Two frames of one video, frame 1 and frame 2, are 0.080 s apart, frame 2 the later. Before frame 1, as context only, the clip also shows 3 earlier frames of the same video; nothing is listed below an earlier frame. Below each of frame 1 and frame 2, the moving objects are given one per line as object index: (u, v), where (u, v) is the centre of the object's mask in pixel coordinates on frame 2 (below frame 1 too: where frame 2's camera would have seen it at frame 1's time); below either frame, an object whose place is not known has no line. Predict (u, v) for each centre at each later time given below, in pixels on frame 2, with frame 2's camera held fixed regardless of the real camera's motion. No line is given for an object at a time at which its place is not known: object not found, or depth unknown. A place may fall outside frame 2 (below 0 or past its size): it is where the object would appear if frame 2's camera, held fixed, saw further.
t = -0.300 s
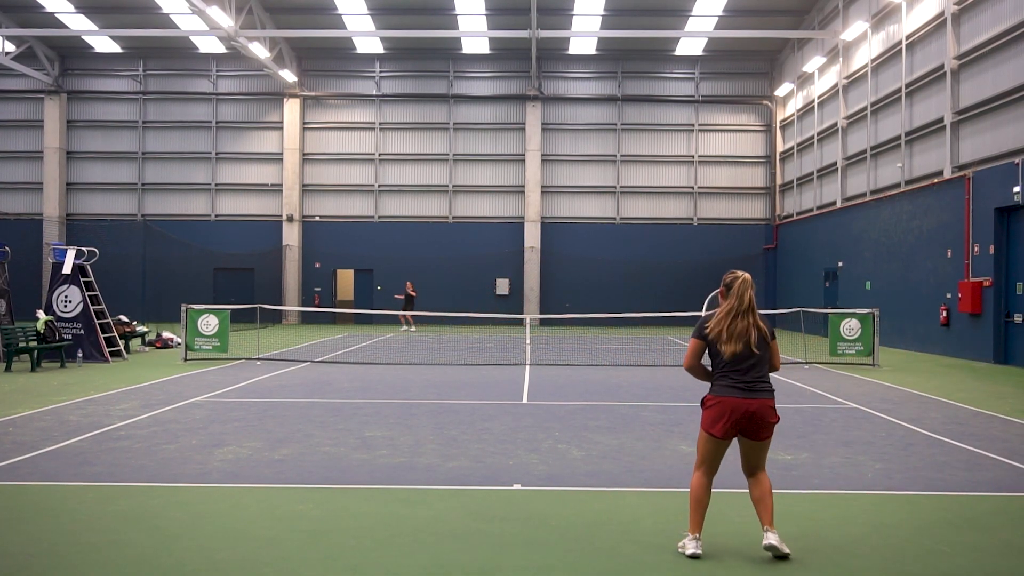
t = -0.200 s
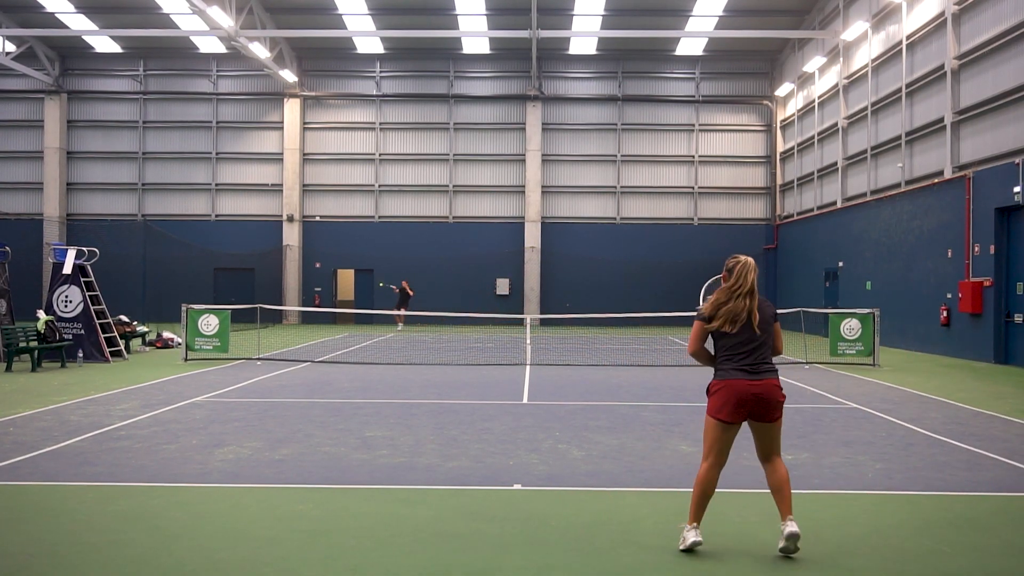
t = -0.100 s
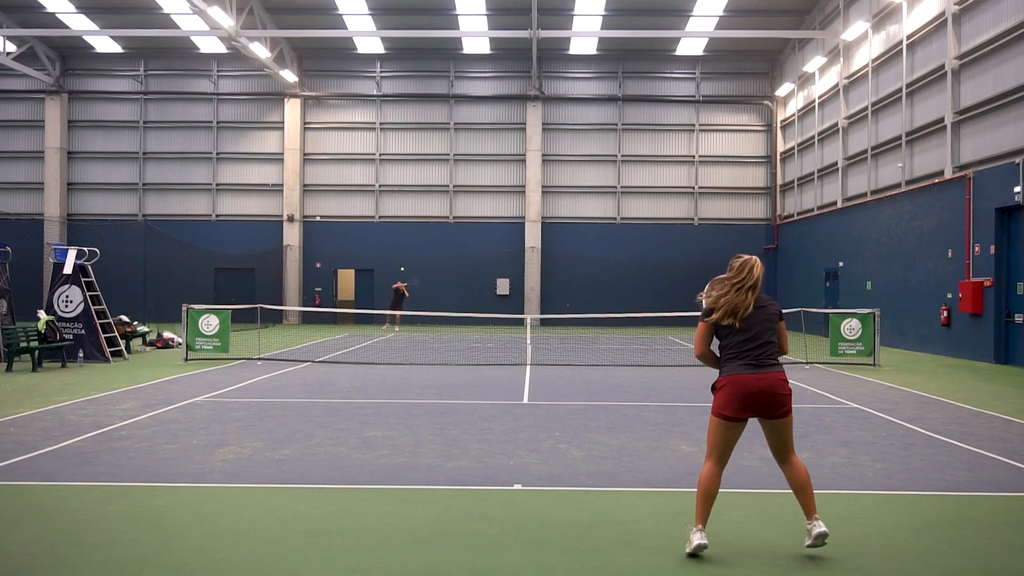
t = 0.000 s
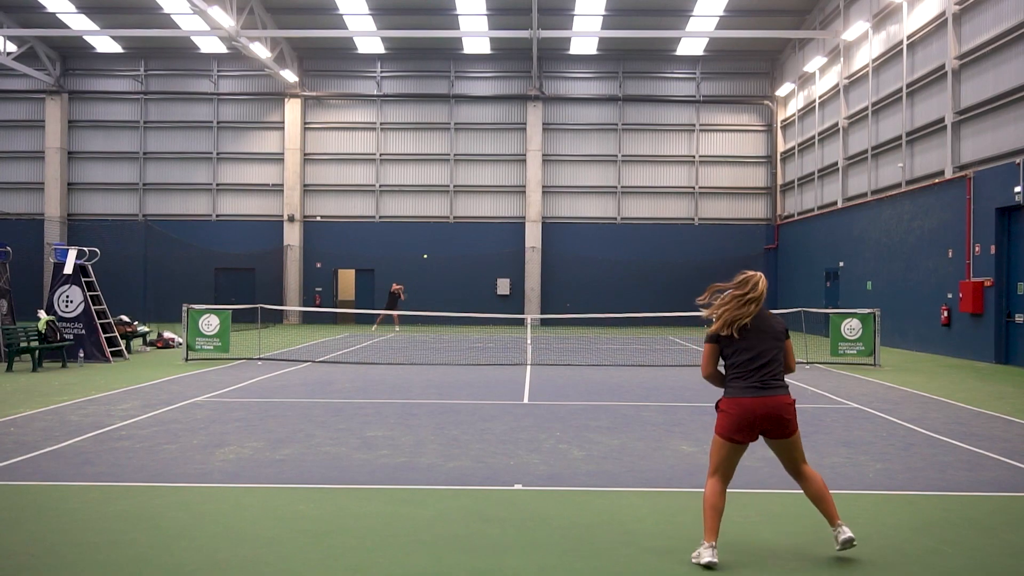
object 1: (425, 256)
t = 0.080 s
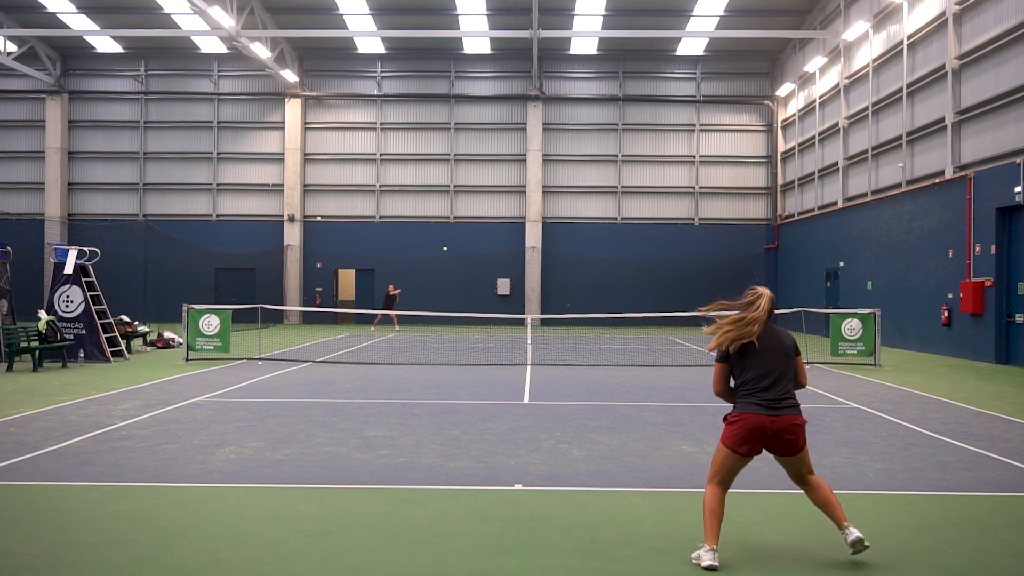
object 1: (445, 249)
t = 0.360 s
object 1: (526, 245)
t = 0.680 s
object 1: (656, 302)
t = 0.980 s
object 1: (813, 360)
